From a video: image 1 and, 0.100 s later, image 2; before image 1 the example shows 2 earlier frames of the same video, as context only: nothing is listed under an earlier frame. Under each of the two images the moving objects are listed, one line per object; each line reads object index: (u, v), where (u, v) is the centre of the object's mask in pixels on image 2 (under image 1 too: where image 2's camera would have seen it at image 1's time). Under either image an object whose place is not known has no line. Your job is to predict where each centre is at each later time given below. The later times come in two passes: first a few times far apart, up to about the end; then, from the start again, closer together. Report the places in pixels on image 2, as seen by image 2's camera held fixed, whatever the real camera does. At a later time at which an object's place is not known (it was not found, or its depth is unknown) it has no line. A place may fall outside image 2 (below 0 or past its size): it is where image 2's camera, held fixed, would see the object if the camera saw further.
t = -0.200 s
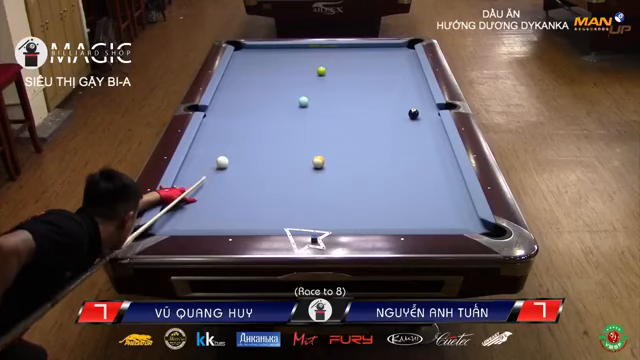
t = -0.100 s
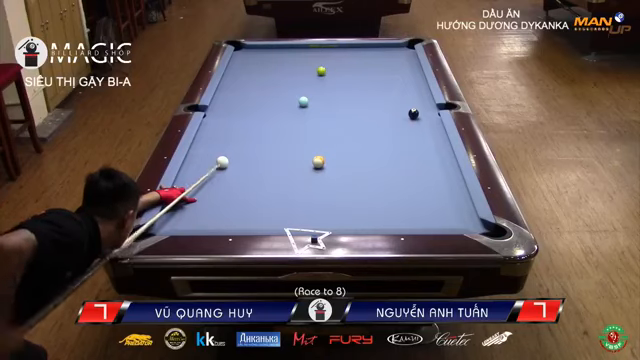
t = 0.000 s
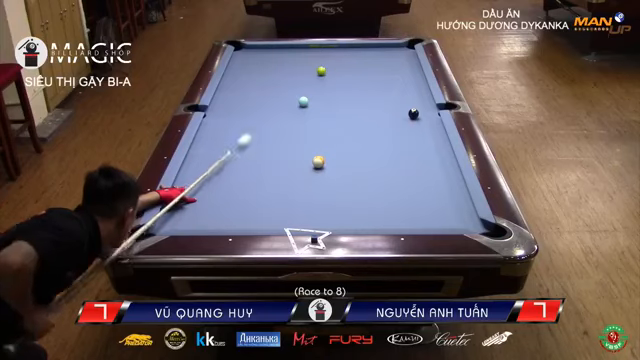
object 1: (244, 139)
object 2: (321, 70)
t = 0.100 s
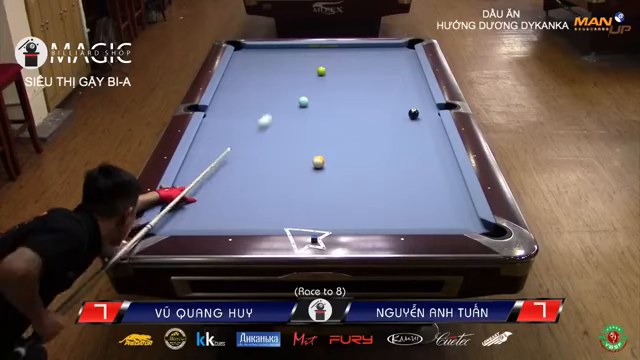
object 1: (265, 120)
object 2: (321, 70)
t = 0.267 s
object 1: (291, 95)
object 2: (321, 70)
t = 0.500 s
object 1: (312, 72)
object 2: (326, 68)
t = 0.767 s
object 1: (297, 61)
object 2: (366, 54)
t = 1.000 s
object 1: (289, 52)
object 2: (390, 45)
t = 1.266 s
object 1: (281, 48)
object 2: (410, 49)
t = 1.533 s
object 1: (272, 53)
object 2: (404, 53)
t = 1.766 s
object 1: (264, 58)
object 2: (396, 58)
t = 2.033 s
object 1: (254, 63)
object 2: (389, 63)
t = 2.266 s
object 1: (247, 68)
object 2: (382, 68)
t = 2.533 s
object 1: (238, 73)
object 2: (374, 73)
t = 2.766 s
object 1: (230, 78)
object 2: (367, 77)
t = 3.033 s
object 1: (224, 83)
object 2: (360, 82)
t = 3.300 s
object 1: (225, 87)
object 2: (352, 87)
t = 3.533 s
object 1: (227, 91)
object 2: (346, 91)
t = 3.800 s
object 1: (228, 95)
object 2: (339, 96)
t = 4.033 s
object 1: (229, 98)
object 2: (333, 100)
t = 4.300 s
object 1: (231, 101)
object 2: (326, 104)
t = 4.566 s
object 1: (232, 105)
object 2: (320, 108)
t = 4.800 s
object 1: (233, 107)
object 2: (315, 112)
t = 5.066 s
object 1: (234, 110)
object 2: (309, 116)
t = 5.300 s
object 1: (234, 112)
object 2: (305, 118)
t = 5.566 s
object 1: (235, 114)
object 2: (300, 122)
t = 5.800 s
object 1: (235, 115)
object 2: (296, 124)
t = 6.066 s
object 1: (236, 117)
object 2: (292, 127)
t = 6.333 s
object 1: (237, 118)
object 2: (289, 129)
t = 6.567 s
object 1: (237, 118)
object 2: (287, 131)
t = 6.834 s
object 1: (237, 119)
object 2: (284, 132)
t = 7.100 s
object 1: (237, 119)
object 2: (282, 133)
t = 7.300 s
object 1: (237, 118)
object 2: (281, 134)
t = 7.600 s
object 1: (237, 118)
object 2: (281, 134)
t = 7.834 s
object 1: (237, 118)
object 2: (281, 134)
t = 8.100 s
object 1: (237, 118)
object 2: (281, 134)
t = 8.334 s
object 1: (237, 118)
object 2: (281, 134)
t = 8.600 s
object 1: (237, 118)
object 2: (281, 134)
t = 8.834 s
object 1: (237, 118)
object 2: (281, 134)
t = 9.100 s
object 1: (237, 118)
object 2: (281, 134)
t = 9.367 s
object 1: (237, 118)
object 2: (281, 134)
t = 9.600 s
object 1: (237, 118)
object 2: (281, 134)
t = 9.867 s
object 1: (237, 118)
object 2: (281, 134)
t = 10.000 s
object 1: (237, 118)
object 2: (281, 134)
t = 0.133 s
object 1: (270, 114)
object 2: (321, 70)
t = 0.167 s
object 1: (276, 109)
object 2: (321, 70)
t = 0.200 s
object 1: (281, 104)
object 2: (321, 70)
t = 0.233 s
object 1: (286, 99)
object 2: (321, 70)
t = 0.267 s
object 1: (291, 95)
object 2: (321, 70)
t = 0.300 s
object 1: (295, 91)
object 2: (321, 70)
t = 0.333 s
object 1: (299, 87)
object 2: (321, 70)
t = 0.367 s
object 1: (303, 83)
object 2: (321, 70)
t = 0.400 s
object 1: (307, 80)
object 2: (321, 71)
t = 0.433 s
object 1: (311, 76)
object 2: (321, 70)
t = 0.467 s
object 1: (314, 73)
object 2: (322, 71)
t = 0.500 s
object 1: (312, 72)
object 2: (326, 68)
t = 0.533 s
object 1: (310, 71)
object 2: (332, 67)
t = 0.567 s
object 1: (307, 70)
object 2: (338, 65)
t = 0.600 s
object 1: (305, 68)
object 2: (343, 62)
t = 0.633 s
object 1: (303, 67)
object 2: (347, 61)
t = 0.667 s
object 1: (301, 66)
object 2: (353, 59)
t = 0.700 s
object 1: (300, 64)
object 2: (356, 58)
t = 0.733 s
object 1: (298, 63)
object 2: (361, 56)
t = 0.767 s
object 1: (297, 61)
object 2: (366, 54)
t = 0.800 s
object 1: (296, 60)
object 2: (368, 53)
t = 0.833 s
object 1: (295, 59)
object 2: (372, 52)
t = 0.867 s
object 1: (294, 57)
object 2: (376, 51)
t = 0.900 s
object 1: (292, 56)
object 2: (379, 50)
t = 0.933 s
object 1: (291, 55)
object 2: (383, 48)
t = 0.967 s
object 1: (290, 53)
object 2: (386, 47)
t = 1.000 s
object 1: (289, 52)
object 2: (390, 45)
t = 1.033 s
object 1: (288, 51)
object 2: (393, 45)
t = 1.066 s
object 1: (287, 50)
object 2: (395, 45)
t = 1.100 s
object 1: (286, 49)
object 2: (398, 46)
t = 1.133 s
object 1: (285, 48)
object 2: (400, 46)
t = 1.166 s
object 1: (284, 47)
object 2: (403, 47)
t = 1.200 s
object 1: (283, 46)
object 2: (404, 47)
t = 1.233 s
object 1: (282, 47)
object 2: (407, 48)
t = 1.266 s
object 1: (281, 48)
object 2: (410, 49)
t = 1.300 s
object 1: (279, 49)
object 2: (410, 49)
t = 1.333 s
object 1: (278, 49)
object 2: (409, 50)
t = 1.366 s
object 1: (277, 50)
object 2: (408, 51)
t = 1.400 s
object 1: (276, 51)
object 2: (407, 52)
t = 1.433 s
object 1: (275, 51)
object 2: (407, 52)
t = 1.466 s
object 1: (274, 52)
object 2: (406, 52)
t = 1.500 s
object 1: (273, 53)
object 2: (404, 53)
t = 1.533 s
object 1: (272, 53)
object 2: (404, 53)
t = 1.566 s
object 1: (270, 54)
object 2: (403, 54)
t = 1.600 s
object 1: (269, 54)
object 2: (402, 55)
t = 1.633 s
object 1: (268, 55)
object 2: (401, 55)
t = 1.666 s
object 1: (267, 56)
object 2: (399, 56)
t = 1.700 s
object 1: (266, 56)
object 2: (399, 57)
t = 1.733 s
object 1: (265, 57)
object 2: (398, 57)
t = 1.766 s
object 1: (264, 58)
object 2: (396, 58)
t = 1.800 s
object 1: (263, 58)
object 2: (396, 58)
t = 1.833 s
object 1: (261, 59)
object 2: (394, 60)
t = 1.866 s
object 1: (260, 60)
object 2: (393, 60)
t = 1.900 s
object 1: (259, 61)
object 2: (393, 61)
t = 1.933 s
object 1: (258, 61)
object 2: (391, 61)
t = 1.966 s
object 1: (256, 62)
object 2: (391, 62)
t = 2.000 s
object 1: (256, 63)
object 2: (390, 62)
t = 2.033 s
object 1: (254, 63)
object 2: (389, 63)
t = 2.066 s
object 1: (253, 64)
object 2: (388, 64)
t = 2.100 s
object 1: (252, 64)
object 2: (387, 65)
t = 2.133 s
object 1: (251, 65)
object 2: (386, 65)
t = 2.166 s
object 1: (250, 66)
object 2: (385, 66)
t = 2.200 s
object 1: (249, 67)
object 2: (384, 67)
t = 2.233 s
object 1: (248, 67)
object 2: (383, 67)
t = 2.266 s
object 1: (247, 68)
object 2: (382, 68)
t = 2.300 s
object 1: (245, 69)
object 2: (380, 68)
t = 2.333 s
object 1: (244, 69)
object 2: (380, 69)
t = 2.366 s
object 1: (243, 70)
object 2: (378, 69)
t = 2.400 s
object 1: (242, 71)
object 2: (378, 70)
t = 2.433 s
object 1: (241, 71)
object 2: (377, 71)
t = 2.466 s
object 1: (240, 72)
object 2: (376, 71)
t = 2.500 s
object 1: (239, 73)
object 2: (375, 72)
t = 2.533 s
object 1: (238, 73)
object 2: (374, 73)
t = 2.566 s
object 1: (237, 74)
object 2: (373, 74)
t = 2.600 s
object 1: (235, 75)
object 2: (372, 74)
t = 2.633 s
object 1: (234, 75)
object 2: (371, 75)
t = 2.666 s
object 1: (233, 76)
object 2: (370, 75)
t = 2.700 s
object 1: (232, 77)
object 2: (369, 76)
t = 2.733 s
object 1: (231, 77)
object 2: (368, 77)
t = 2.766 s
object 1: (230, 78)
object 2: (367, 77)
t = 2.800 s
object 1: (229, 79)
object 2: (366, 77)
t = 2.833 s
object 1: (228, 79)
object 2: (365, 78)
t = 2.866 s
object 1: (227, 80)
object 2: (364, 79)
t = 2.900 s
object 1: (226, 81)
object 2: (363, 79)
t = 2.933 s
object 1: (225, 81)
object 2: (363, 80)
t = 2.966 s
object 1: (224, 82)
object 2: (362, 80)
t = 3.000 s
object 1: (223, 82)
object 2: (361, 81)
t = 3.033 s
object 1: (224, 83)
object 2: (360, 82)
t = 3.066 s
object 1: (224, 84)
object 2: (359, 82)
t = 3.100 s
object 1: (224, 84)
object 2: (358, 83)
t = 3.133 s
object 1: (224, 85)
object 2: (357, 84)
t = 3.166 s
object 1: (224, 85)
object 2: (356, 84)
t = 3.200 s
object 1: (225, 86)
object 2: (355, 85)
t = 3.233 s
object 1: (225, 86)
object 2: (354, 86)
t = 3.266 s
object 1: (225, 86)
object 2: (353, 86)
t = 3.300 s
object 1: (225, 87)
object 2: (352, 87)
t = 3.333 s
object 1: (225, 87)
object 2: (351, 87)
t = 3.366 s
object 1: (225, 88)
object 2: (350, 88)
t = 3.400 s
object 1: (226, 89)
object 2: (349, 88)
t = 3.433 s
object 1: (226, 89)
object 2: (349, 89)
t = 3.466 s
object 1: (226, 90)
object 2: (348, 90)
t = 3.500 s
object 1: (227, 90)
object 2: (347, 90)
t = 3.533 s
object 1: (227, 91)
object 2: (346, 91)
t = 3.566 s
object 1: (227, 91)
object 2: (345, 92)
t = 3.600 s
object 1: (227, 92)
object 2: (344, 92)
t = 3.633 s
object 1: (227, 92)
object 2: (343, 93)
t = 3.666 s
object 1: (228, 93)
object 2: (342, 93)
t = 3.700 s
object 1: (228, 93)
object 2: (341, 94)
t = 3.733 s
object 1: (228, 94)
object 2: (340, 95)
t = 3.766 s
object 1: (228, 94)
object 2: (340, 95)
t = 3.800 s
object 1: (228, 95)
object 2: (339, 96)
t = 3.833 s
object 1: (228, 95)
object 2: (338, 96)
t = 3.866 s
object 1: (229, 95)
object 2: (337, 97)
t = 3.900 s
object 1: (229, 96)
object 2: (336, 97)
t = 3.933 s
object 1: (229, 96)
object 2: (335, 98)
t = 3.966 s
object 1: (229, 97)
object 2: (334, 99)
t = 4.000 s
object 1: (229, 97)
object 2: (333, 99)
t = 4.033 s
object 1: (229, 98)
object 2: (333, 100)
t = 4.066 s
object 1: (230, 98)
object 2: (332, 100)
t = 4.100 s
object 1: (230, 98)
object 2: (331, 101)
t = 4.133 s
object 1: (230, 99)
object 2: (331, 101)
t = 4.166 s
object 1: (230, 100)
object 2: (330, 102)
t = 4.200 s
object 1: (230, 100)
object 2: (329, 102)
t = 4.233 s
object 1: (231, 100)
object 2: (328, 103)
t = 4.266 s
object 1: (231, 101)
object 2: (327, 103)
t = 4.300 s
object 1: (231, 101)
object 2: (326, 104)
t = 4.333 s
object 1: (231, 102)
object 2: (326, 105)
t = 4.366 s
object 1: (231, 102)
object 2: (325, 105)
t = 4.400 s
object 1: (231, 102)
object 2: (324, 105)
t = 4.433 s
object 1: (231, 103)
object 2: (323, 106)
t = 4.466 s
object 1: (232, 103)
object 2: (323, 107)
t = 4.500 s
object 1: (232, 104)
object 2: (322, 107)
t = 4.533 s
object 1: (232, 104)
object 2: (321, 108)
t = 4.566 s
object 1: (232, 105)
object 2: (320, 108)
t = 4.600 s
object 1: (232, 105)
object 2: (319, 109)
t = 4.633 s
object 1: (232, 105)
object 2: (318, 109)
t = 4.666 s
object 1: (232, 105)
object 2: (318, 110)
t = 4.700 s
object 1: (232, 106)
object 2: (317, 110)
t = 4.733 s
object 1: (232, 106)
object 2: (316, 111)
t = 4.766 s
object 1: (233, 107)
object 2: (316, 111)
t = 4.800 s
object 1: (233, 107)
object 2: (315, 112)
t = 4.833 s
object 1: (233, 107)
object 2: (314, 112)
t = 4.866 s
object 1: (233, 108)
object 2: (313, 113)
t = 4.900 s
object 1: (233, 108)
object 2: (313, 113)
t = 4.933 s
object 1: (233, 108)
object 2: (312, 114)
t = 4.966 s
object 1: (233, 109)
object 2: (311, 114)
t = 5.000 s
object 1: (233, 109)
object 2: (311, 115)
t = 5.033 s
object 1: (234, 109)
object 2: (310, 115)
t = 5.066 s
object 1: (234, 110)
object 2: (309, 116)
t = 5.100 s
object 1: (234, 110)
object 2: (308, 116)
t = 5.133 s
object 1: (234, 110)
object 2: (308, 116)
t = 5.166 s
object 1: (234, 110)
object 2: (307, 117)
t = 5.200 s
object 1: (234, 111)
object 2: (306, 117)
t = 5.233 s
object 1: (234, 111)
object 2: (306, 118)
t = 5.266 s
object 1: (234, 112)
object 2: (305, 118)
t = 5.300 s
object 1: (234, 112)
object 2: (305, 118)
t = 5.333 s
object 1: (234, 112)
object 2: (304, 119)
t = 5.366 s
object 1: (235, 112)
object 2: (303, 119)
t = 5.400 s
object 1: (235, 113)
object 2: (303, 120)
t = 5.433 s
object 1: (235, 113)
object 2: (302, 120)
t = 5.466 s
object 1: (235, 113)
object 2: (302, 121)
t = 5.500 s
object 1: (235, 113)
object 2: (301, 121)
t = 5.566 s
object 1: (235, 114)
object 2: (300, 122)
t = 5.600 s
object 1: (235, 114)
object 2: (299, 122)
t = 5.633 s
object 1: (235, 114)
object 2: (299, 123)
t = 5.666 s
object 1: (235, 114)
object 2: (298, 123)
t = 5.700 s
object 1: (235, 115)
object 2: (298, 123)
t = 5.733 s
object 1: (235, 115)
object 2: (297, 124)
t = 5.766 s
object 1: (235, 115)
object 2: (297, 124)
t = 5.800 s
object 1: (235, 115)
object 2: (296, 124)
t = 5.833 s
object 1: (235, 115)
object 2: (296, 124)
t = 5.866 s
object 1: (235, 116)
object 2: (295, 125)
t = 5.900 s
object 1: (236, 116)
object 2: (294, 125)
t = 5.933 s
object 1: (236, 116)
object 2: (294, 126)
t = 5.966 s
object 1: (236, 116)
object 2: (294, 126)
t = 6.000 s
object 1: (236, 117)
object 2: (293, 126)
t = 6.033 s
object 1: (236, 117)
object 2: (293, 127)
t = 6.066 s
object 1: (236, 117)
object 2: (292, 127)
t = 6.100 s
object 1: (236, 117)
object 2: (291, 127)
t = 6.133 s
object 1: (236, 117)
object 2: (291, 128)
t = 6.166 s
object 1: (236, 117)
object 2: (291, 128)
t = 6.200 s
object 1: (237, 117)
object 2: (290, 128)
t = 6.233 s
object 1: (237, 117)
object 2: (290, 128)
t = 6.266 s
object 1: (237, 118)
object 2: (289, 129)
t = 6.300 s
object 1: (237, 118)
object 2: (289, 129)
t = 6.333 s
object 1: (237, 118)
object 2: (289, 129)
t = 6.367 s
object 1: (237, 118)
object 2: (288, 130)
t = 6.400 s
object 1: (237, 118)
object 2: (288, 130)
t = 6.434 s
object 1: (237, 118)
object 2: (288, 129)
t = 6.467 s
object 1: (237, 118)
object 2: (288, 130)
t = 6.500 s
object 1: (237, 118)
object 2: (287, 130)
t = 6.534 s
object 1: (237, 118)
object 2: (287, 130)
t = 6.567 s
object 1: (237, 118)
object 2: (287, 131)
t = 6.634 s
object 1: (237, 118)
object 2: (286, 131)
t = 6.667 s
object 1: (237, 118)
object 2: (285, 131)
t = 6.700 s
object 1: (237, 119)
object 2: (285, 132)
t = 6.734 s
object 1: (237, 119)
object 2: (285, 132)
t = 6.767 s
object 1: (237, 119)
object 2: (284, 132)
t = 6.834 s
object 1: (237, 119)
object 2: (284, 132)
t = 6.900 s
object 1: (237, 119)
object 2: (284, 132)
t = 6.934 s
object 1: (237, 119)
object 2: (283, 133)
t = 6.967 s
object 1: (237, 119)
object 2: (283, 133)
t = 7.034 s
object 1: (237, 119)
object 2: (283, 133)
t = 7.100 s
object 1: (237, 119)
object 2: (282, 133)
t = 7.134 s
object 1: (237, 118)
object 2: (282, 133)
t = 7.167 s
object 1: (237, 118)
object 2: (282, 134)
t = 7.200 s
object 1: (237, 118)
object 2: (282, 134)
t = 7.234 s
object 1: (237, 118)
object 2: (282, 134)
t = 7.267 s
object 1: (237, 118)
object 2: (282, 134)
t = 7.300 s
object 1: (237, 118)
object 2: (281, 134)
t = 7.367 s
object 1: (237, 118)
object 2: (281, 134)
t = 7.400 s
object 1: (237, 118)
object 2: (281, 134)
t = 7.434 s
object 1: (237, 118)
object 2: (281, 134)
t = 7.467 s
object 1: (237, 118)
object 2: (281, 134)
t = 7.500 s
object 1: (237, 118)
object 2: (281, 134)
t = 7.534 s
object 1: (237, 118)
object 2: (281, 134)
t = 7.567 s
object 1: (237, 118)
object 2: (281, 134)
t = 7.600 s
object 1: (237, 118)
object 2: (281, 134)
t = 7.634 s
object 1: (237, 118)
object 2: (281, 134)
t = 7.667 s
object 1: (237, 118)
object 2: (281, 134)
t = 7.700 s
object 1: (237, 118)
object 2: (281, 134)
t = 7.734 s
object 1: (237, 118)
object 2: (281, 134)
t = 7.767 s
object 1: (237, 118)
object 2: (281, 134)
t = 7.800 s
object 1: (237, 118)
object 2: (281, 134)
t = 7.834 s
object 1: (237, 118)
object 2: (281, 134)
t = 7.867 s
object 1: (237, 118)
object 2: (281, 134)
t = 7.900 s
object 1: (237, 118)
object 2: (281, 134)
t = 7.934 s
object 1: (237, 118)
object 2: (281, 134)
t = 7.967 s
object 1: (237, 118)
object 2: (281, 134)
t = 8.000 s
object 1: (237, 118)
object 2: (281, 134)
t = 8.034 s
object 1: (237, 118)
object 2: (281, 134)
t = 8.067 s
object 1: (237, 118)
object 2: (281, 134)
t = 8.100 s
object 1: (237, 118)
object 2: (281, 134)
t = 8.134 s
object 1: (237, 118)
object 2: (281, 134)
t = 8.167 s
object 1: (237, 118)
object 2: (281, 134)
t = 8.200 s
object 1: (237, 118)
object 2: (281, 134)
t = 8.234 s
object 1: (237, 118)
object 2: (281, 134)
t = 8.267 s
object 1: (237, 118)
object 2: (281, 134)
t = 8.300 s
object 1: (237, 118)
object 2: (281, 134)
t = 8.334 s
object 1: (237, 118)
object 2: (281, 134)
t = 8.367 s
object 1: (237, 118)
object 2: (281, 134)
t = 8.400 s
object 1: (237, 118)
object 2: (281, 134)
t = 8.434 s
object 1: (237, 118)
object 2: (281, 134)
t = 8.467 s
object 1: (237, 118)
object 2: (281, 134)
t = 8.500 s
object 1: (237, 118)
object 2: (281, 134)
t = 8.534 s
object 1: (237, 118)
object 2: (281, 134)
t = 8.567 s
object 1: (237, 118)
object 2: (281, 134)
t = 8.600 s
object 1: (237, 118)
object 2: (281, 134)
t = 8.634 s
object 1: (237, 118)
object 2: (281, 134)
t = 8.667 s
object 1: (237, 118)
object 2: (281, 134)
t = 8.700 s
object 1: (237, 118)
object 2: (281, 134)
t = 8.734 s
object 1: (237, 118)
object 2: (281, 134)
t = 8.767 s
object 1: (237, 118)
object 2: (281, 134)
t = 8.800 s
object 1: (237, 118)
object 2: (281, 134)
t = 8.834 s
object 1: (237, 118)
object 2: (281, 134)
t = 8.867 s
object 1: (237, 118)
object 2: (281, 134)
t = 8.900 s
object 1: (237, 118)
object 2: (281, 134)
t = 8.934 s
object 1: (237, 118)
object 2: (281, 134)
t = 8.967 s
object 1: (237, 118)
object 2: (281, 134)
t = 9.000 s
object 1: (237, 118)
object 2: (281, 134)
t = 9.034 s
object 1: (237, 118)
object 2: (281, 134)
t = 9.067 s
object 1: (237, 118)
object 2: (281, 134)
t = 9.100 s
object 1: (237, 118)
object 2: (281, 134)
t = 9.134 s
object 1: (237, 118)
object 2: (281, 134)
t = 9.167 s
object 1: (237, 118)
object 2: (281, 134)
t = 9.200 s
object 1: (237, 118)
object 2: (281, 134)
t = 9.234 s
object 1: (237, 118)
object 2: (281, 134)
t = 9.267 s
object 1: (237, 118)
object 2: (281, 134)
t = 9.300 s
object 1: (237, 118)
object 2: (281, 134)
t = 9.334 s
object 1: (237, 118)
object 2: (281, 134)
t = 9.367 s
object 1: (237, 118)
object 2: (281, 134)
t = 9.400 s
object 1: (237, 118)
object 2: (281, 134)
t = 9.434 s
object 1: (237, 118)
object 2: (281, 134)
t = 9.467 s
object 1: (237, 118)
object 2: (281, 134)
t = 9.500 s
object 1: (237, 118)
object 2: (281, 134)
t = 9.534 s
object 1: (237, 118)
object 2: (281, 134)
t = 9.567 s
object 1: (237, 118)
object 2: (281, 134)
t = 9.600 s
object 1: (237, 118)
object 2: (281, 134)
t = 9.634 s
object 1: (237, 118)
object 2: (281, 134)
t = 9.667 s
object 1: (237, 118)
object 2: (281, 134)
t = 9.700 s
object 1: (237, 118)
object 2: (281, 134)
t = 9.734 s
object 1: (237, 118)
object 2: (281, 134)
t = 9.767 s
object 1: (237, 118)
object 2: (281, 134)
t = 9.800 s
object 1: (237, 118)
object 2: (281, 134)
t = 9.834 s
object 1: (237, 118)
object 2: (281, 134)
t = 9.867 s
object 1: (237, 118)
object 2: (281, 134)
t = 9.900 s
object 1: (237, 118)
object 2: (281, 134)
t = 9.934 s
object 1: (237, 118)
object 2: (281, 134)
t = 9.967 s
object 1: (237, 118)
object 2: (281, 134)
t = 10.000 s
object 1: (237, 118)
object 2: (281, 134)
